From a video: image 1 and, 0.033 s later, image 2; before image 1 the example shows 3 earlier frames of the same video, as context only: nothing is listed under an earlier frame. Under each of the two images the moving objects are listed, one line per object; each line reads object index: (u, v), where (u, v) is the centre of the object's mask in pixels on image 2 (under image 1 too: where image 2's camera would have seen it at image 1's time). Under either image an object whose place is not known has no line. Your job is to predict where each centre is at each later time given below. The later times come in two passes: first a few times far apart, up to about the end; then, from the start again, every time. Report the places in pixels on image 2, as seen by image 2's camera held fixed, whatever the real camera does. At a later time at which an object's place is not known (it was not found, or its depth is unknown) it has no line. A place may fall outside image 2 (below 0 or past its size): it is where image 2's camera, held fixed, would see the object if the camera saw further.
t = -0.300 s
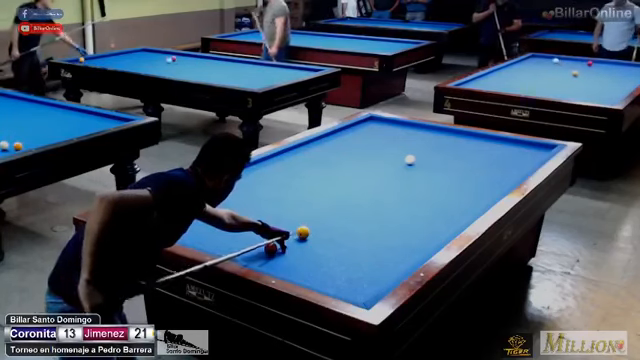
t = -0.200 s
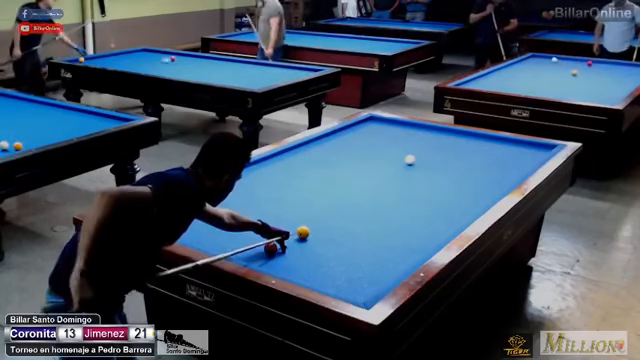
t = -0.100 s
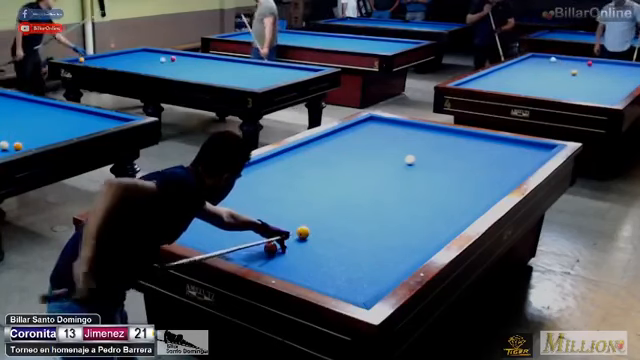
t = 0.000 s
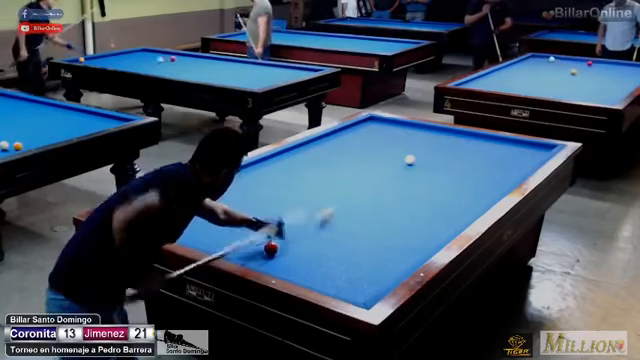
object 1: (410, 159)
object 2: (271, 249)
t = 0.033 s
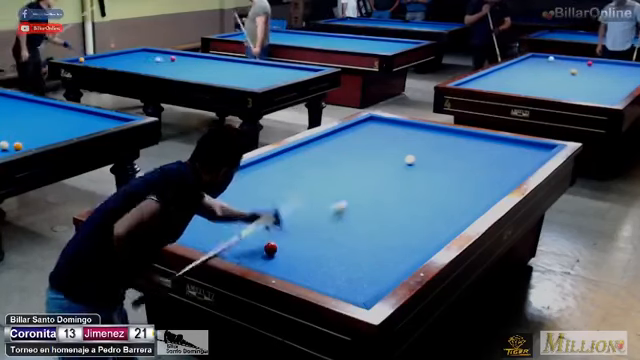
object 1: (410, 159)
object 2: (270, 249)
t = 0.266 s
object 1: (410, 159)
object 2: (270, 249)
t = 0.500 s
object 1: (412, 133)
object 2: (270, 249)
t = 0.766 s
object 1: (385, 130)
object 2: (270, 249)
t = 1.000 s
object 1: (348, 136)
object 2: (270, 249)
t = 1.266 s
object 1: (305, 145)
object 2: (270, 249)
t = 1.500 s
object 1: (284, 155)
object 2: (270, 249)
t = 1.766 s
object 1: (262, 169)
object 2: (270, 249)
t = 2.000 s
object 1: (241, 182)
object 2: (270, 249)
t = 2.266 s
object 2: (270, 249)
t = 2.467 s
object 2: (270, 249)
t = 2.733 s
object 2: (270, 249)
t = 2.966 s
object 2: (270, 249)
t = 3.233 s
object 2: (270, 249)
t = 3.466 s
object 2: (270, 248)
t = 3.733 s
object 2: (270, 248)
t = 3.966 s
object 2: (270, 249)
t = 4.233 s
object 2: (270, 249)
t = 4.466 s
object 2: (270, 248)
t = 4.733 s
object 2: (270, 248)
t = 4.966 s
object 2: (270, 249)
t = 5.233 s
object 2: (270, 248)
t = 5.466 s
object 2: (287, 248)
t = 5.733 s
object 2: (304, 247)
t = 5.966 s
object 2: (318, 246)
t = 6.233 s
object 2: (334, 245)
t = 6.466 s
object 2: (347, 245)
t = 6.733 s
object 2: (361, 244)
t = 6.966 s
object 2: (372, 244)
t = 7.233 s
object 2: (385, 243)
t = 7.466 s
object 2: (395, 242)
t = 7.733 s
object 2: (406, 242)
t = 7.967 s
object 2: (415, 241)
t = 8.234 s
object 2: (425, 241)
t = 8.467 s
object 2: (432, 240)
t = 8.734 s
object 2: (432, 238)
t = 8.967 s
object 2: (431, 237)
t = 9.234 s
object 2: (430, 236)
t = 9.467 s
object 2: (429, 235)
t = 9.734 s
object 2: (428, 233)
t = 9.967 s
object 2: (427, 233)
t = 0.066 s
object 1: (409, 160)
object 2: (270, 249)
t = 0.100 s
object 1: (409, 160)
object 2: (270, 249)
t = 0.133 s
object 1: (409, 160)
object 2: (270, 249)
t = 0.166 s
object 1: (409, 160)
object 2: (270, 249)
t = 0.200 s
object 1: (409, 160)
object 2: (270, 249)
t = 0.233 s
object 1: (410, 159)
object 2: (270, 249)
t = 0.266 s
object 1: (410, 159)
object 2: (270, 249)
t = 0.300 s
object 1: (410, 157)
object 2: (270, 249)
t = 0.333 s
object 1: (410, 153)
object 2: (270, 249)
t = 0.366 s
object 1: (410, 148)
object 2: (270, 249)
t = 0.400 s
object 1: (411, 144)
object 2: (270, 249)
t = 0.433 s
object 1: (411, 140)
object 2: (270, 249)
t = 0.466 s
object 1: (412, 137)
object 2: (270, 249)
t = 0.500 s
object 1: (412, 133)
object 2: (270, 249)
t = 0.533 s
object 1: (412, 130)
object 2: (270, 249)
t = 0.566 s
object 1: (413, 128)
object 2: (270, 249)
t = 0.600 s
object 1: (413, 125)
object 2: (270, 249)
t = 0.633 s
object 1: (409, 124)
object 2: (270, 249)
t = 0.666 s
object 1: (403, 125)
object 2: (270, 249)
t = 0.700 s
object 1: (398, 127)
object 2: (270, 249)
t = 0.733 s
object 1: (391, 128)
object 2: (270, 249)
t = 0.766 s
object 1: (385, 130)
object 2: (270, 249)
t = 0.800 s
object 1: (380, 130)
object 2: (270, 249)
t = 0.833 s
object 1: (375, 132)
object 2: (270, 249)
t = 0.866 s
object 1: (370, 132)
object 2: (270, 249)
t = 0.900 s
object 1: (364, 134)
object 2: (270, 249)
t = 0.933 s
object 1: (359, 135)
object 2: (270, 249)
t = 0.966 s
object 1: (353, 136)
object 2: (270, 249)
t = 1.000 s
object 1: (348, 136)
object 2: (270, 249)
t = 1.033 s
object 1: (344, 138)
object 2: (270, 249)
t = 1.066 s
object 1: (338, 139)
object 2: (270, 249)
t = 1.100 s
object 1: (333, 140)
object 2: (270, 249)
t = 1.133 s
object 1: (328, 140)
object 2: (270, 249)
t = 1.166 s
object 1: (322, 141)
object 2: (270, 249)
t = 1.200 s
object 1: (316, 142)
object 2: (270, 249)
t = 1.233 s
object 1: (311, 144)
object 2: (270, 249)
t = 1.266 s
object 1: (305, 145)
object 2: (270, 249)
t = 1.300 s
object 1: (300, 145)
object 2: (270, 249)
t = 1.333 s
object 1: (296, 147)
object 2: (270, 249)
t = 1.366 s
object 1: (294, 148)
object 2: (270, 249)
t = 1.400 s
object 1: (292, 150)
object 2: (270, 249)
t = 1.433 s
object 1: (290, 152)
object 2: (270, 249)
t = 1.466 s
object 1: (287, 153)
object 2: (270, 249)
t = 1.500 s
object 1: (284, 155)
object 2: (270, 249)
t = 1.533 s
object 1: (282, 156)
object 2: (270, 249)
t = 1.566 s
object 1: (279, 158)
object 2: (270, 249)
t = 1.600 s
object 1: (277, 160)
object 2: (270, 249)
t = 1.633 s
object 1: (274, 162)
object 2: (270, 249)
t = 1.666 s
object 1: (271, 164)
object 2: (270, 249)
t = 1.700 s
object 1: (268, 165)
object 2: (270, 249)
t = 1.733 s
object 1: (265, 167)
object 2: (270, 249)
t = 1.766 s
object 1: (262, 169)
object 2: (270, 249)
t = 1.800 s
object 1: (260, 171)
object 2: (270, 249)
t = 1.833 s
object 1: (256, 173)
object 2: (270, 249)
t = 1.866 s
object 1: (253, 174)
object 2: (270, 249)
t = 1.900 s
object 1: (250, 176)
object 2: (270, 249)
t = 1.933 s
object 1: (247, 178)
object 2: (270, 249)
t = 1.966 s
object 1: (244, 181)
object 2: (270, 249)
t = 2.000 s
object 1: (241, 182)
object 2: (270, 249)
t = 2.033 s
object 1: (237, 184)
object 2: (270, 249)
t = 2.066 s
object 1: (234, 186)
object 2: (270, 249)
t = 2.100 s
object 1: (230, 188)
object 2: (270, 249)
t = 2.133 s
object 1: (227, 191)
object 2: (270, 249)
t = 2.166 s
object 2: (270, 249)
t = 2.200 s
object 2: (270, 249)
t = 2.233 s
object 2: (270, 249)
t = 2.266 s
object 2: (270, 249)
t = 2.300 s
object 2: (270, 249)
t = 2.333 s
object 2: (270, 249)
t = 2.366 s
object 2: (270, 249)
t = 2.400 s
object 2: (270, 249)
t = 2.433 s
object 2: (270, 249)
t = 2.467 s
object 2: (270, 249)
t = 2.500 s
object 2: (270, 249)
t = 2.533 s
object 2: (270, 249)
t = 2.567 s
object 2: (270, 249)
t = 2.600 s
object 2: (270, 249)
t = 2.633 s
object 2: (270, 249)
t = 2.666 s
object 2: (270, 249)
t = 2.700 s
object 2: (270, 249)
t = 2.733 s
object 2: (270, 249)
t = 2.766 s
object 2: (270, 249)
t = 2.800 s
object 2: (270, 249)
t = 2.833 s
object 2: (270, 249)
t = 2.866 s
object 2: (270, 249)
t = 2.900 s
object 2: (270, 249)
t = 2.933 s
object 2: (270, 249)
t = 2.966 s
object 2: (270, 249)
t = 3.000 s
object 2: (270, 249)
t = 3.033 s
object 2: (270, 249)
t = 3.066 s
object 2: (270, 249)
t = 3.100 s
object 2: (270, 249)
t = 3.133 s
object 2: (270, 249)
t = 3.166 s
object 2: (270, 249)
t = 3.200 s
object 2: (270, 249)
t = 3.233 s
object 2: (270, 249)
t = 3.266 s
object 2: (270, 249)
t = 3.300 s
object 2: (270, 248)
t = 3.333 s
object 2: (270, 248)
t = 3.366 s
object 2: (270, 248)
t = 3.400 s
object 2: (270, 248)
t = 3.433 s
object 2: (270, 248)
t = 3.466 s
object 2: (270, 248)
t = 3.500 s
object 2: (270, 248)
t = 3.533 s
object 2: (270, 248)
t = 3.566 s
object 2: (270, 248)
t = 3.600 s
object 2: (270, 248)
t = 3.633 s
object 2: (270, 248)
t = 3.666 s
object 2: (270, 248)
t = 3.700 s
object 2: (270, 248)
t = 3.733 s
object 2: (270, 248)
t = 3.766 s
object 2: (270, 249)
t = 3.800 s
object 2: (270, 248)
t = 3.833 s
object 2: (270, 248)
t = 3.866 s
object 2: (270, 248)
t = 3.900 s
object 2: (270, 248)
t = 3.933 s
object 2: (270, 249)
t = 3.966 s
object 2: (270, 249)
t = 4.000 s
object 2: (270, 248)
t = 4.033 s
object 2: (270, 248)
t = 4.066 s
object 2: (270, 248)
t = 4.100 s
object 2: (270, 248)
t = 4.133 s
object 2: (270, 248)
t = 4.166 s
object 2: (270, 248)
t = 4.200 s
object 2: (270, 249)
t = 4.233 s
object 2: (270, 249)
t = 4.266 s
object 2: (270, 248)
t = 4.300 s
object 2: (270, 248)
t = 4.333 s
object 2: (270, 248)
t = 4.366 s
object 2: (270, 248)
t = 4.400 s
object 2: (270, 248)
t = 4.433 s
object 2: (270, 248)
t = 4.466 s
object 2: (270, 248)
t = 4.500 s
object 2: (270, 248)
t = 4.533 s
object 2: (270, 248)
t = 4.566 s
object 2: (270, 248)
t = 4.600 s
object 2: (270, 248)
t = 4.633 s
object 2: (270, 249)
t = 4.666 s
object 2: (270, 248)
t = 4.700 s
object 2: (270, 249)
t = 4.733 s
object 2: (270, 248)
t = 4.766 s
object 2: (270, 248)
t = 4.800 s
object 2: (270, 249)
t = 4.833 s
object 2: (270, 248)
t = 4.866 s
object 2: (270, 249)
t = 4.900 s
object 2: (270, 249)
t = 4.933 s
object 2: (270, 249)
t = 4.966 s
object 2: (270, 249)
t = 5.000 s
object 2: (270, 249)
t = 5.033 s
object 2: (270, 248)
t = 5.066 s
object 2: (270, 248)
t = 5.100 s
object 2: (270, 249)
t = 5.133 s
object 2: (270, 249)
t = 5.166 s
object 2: (270, 249)
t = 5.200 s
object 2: (270, 248)
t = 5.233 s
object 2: (270, 248)
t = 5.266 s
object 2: (273, 249)
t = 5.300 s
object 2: (276, 248)
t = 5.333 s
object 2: (278, 248)
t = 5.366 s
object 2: (280, 248)
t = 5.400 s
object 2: (283, 248)
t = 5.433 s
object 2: (285, 248)
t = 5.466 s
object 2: (287, 248)
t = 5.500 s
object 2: (289, 247)
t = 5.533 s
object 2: (291, 247)
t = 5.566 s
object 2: (293, 247)
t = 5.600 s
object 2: (296, 247)
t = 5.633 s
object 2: (298, 247)
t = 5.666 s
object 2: (300, 247)
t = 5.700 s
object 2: (302, 247)
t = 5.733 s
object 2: (304, 247)
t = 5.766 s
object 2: (306, 247)
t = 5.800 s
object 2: (308, 246)
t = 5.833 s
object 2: (310, 246)
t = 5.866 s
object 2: (312, 246)
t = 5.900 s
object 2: (314, 246)
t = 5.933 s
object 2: (316, 246)
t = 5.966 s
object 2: (318, 246)
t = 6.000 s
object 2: (320, 246)
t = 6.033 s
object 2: (322, 246)
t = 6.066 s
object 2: (324, 246)
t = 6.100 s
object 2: (326, 246)
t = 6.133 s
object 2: (328, 246)
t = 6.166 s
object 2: (330, 246)
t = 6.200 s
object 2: (332, 245)
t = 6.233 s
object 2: (334, 245)
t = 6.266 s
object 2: (336, 245)
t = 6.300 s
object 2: (337, 245)
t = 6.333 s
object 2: (339, 245)
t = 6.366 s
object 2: (341, 245)
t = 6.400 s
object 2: (343, 245)
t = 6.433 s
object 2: (345, 245)
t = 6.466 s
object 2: (347, 245)
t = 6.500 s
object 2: (348, 245)
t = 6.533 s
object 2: (350, 245)
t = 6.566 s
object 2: (352, 245)
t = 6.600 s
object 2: (354, 245)
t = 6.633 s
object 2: (356, 244)
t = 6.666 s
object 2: (357, 244)
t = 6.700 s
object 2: (359, 244)
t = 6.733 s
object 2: (361, 244)
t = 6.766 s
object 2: (362, 244)
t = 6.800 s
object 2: (364, 244)
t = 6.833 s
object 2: (366, 244)
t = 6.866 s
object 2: (367, 244)
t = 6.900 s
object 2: (369, 244)
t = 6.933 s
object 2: (371, 244)
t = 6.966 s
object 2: (372, 244)
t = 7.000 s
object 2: (374, 244)
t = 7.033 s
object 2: (376, 244)
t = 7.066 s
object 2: (377, 243)
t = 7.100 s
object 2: (379, 243)
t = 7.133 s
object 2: (380, 243)
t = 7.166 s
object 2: (382, 243)
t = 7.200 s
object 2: (383, 243)
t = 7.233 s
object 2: (385, 243)
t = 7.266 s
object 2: (386, 243)
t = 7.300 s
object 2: (388, 243)
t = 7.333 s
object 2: (389, 243)
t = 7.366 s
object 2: (391, 243)
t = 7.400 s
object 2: (392, 242)
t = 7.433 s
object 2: (394, 242)
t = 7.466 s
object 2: (395, 242)
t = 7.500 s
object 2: (397, 242)
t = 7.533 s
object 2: (398, 242)
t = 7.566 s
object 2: (399, 242)
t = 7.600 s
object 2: (401, 242)
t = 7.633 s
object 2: (402, 242)
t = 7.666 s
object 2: (404, 242)
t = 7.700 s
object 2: (405, 242)
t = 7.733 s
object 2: (406, 242)
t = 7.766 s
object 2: (408, 242)
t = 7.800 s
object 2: (409, 242)
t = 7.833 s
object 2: (410, 242)
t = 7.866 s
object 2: (411, 242)
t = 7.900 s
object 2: (413, 242)
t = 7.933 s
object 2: (414, 242)
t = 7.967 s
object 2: (415, 241)
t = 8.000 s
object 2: (416, 241)
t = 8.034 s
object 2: (417, 241)
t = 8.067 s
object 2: (419, 241)
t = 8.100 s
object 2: (420, 241)
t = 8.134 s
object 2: (421, 241)
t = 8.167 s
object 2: (422, 241)
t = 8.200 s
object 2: (423, 241)
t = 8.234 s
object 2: (425, 241)
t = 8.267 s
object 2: (426, 241)
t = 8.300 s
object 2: (427, 241)
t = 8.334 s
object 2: (428, 240)
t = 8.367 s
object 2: (429, 240)
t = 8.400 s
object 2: (430, 240)
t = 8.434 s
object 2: (431, 240)
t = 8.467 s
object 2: (432, 240)
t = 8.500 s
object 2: (432, 239)
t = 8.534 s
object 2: (432, 239)
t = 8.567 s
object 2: (432, 239)
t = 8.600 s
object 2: (432, 239)
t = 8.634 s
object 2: (432, 238)
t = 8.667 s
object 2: (432, 238)
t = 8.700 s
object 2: (432, 238)
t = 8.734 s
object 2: (432, 238)
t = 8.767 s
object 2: (432, 238)
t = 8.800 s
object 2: (432, 238)
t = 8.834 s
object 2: (432, 238)
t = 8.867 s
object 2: (431, 238)
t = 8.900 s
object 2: (431, 238)
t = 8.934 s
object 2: (431, 237)
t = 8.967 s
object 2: (431, 237)
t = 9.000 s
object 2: (430, 237)
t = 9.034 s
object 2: (430, 237)
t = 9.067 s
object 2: (430, 237)
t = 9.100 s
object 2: (430, 236)
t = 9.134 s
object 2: (430, 236)
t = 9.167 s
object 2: (430, 236)
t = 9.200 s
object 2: (430, 236)
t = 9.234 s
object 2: (430, 236)
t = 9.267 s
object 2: (430, 236)
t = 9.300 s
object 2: (429, 235)
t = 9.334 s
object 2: (429, 235)
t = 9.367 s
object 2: (429, 235)
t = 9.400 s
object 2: (429, 235)
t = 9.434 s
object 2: (429, 235)
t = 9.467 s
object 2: (429, 235)
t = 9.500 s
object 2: (429, 234)
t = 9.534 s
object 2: (428, 234)
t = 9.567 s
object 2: (428, 234)
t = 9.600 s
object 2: (428, 234)
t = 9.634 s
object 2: (428, 234)
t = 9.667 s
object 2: (428, 234)
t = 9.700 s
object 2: (428, 234)
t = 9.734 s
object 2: (428, 233)
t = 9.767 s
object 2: (428, 233)
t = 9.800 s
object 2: (427, 233)
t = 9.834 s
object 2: (427, 233)
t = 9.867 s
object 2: (427, 233)
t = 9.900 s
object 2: (427, 233)
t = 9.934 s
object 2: (427, 233)
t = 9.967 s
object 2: (427, 233)
